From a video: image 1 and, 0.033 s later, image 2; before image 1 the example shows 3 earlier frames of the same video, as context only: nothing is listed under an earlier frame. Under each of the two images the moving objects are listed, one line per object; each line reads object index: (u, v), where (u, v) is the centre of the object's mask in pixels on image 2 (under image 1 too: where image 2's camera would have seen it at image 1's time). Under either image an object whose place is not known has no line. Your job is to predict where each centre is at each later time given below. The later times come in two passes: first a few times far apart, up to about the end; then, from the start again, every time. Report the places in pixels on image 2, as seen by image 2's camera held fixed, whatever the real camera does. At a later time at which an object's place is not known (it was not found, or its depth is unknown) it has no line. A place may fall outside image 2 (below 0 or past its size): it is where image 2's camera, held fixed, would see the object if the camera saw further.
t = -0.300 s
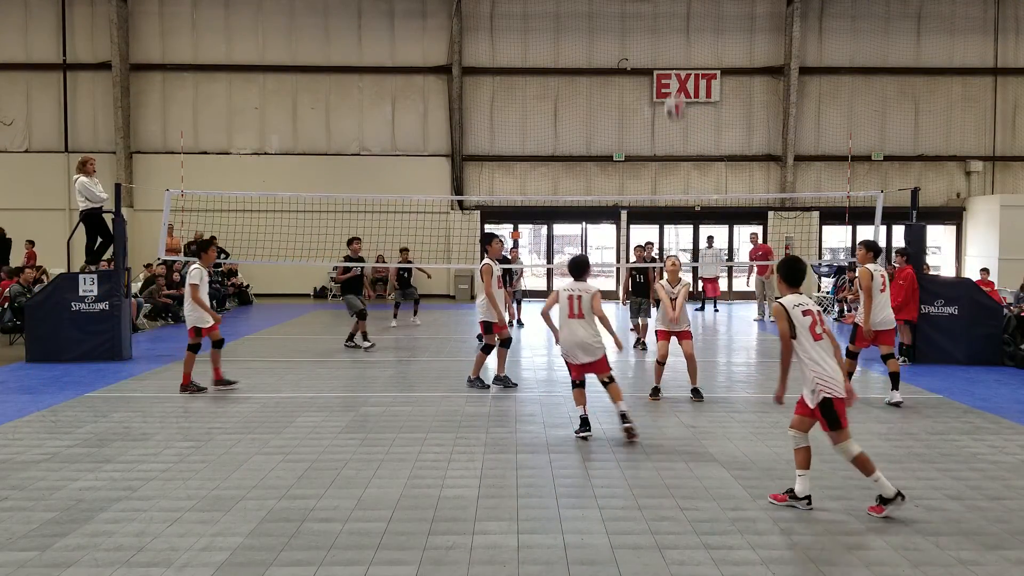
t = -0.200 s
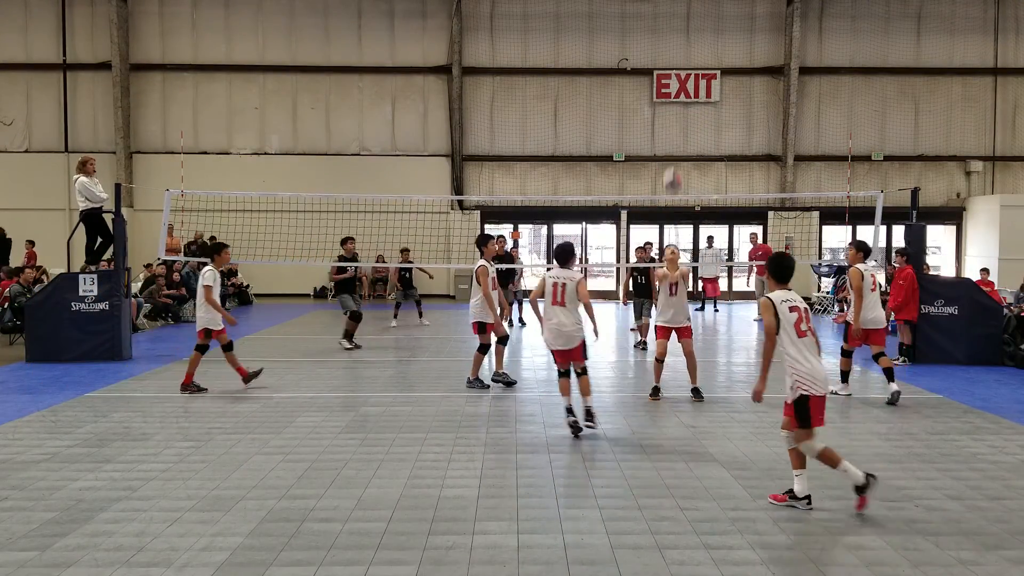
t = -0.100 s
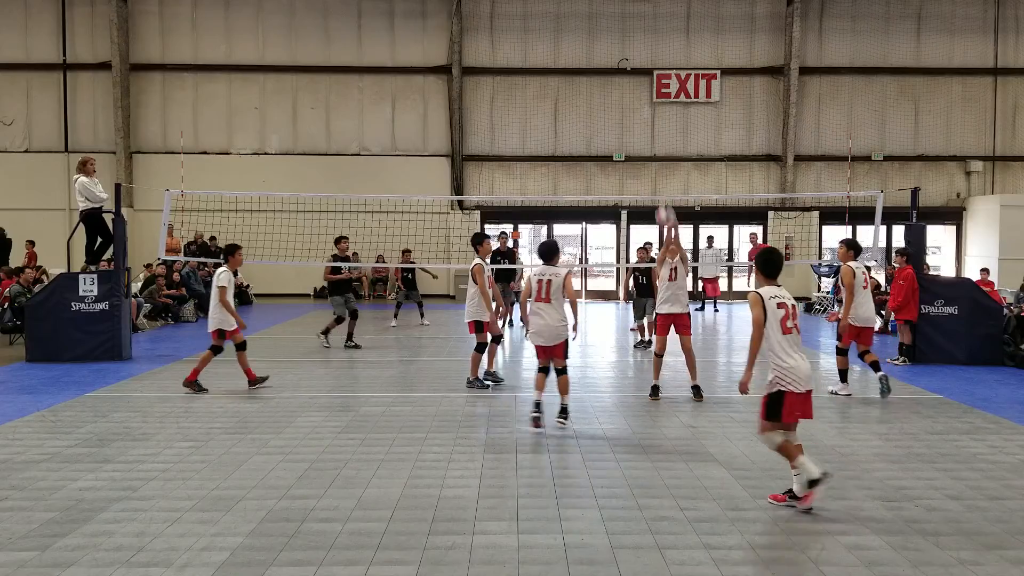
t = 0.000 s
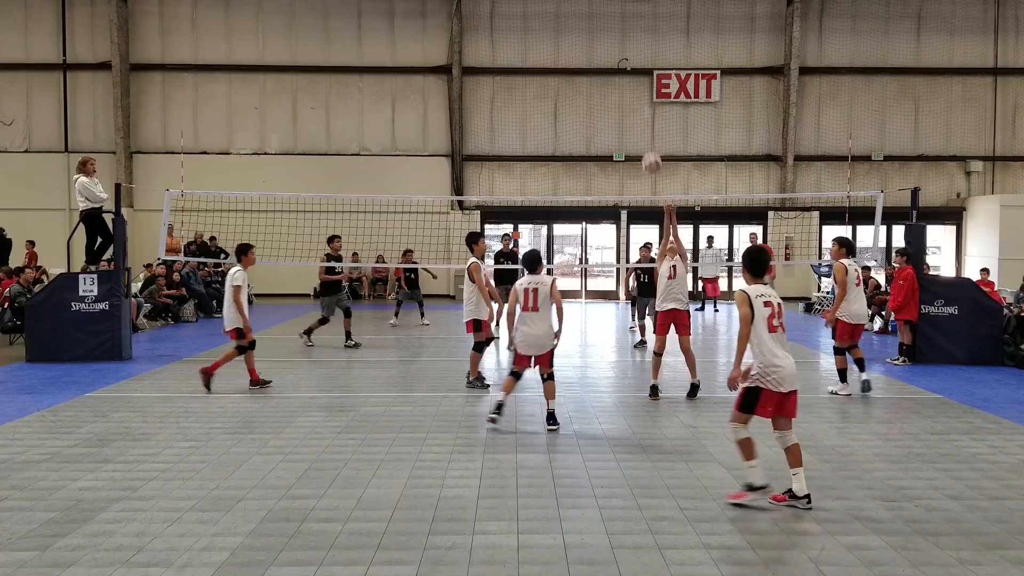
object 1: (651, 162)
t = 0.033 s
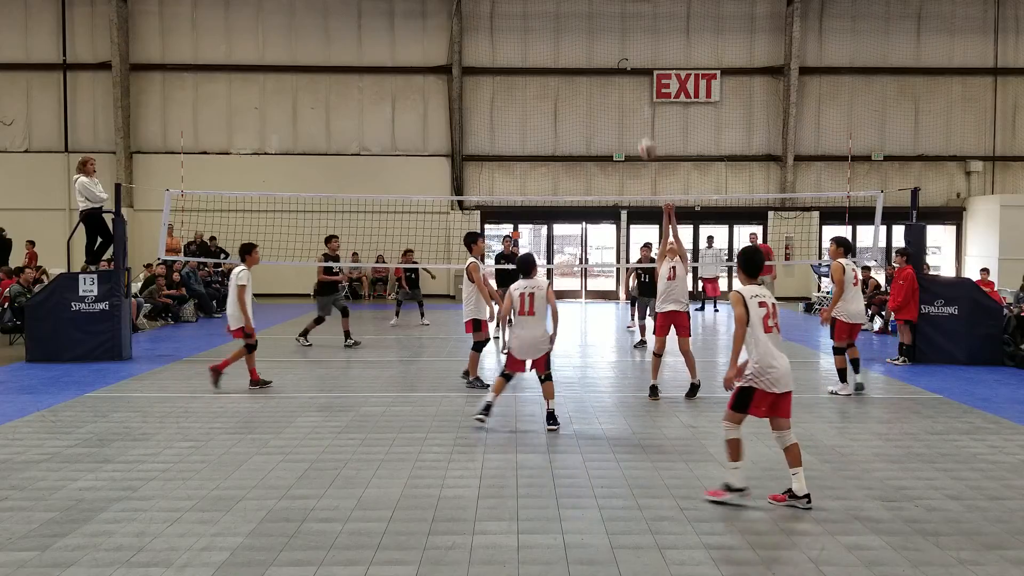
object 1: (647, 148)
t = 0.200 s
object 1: (627, 95)
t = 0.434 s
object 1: (605, 71)
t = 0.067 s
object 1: (643, 134)
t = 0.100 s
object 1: (639, 124)
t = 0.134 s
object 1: (635, 112)
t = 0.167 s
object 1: (631, 102)
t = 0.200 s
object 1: (627, 95)
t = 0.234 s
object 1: (623, 88)
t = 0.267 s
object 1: (620, 83)
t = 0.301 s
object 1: (617, 77)
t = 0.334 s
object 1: (614, 75)
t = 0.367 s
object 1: (611, 73)
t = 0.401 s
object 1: (608, 71)
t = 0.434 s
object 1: (605, 71)
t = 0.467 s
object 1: (602, 71)
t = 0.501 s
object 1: (599, 73)
